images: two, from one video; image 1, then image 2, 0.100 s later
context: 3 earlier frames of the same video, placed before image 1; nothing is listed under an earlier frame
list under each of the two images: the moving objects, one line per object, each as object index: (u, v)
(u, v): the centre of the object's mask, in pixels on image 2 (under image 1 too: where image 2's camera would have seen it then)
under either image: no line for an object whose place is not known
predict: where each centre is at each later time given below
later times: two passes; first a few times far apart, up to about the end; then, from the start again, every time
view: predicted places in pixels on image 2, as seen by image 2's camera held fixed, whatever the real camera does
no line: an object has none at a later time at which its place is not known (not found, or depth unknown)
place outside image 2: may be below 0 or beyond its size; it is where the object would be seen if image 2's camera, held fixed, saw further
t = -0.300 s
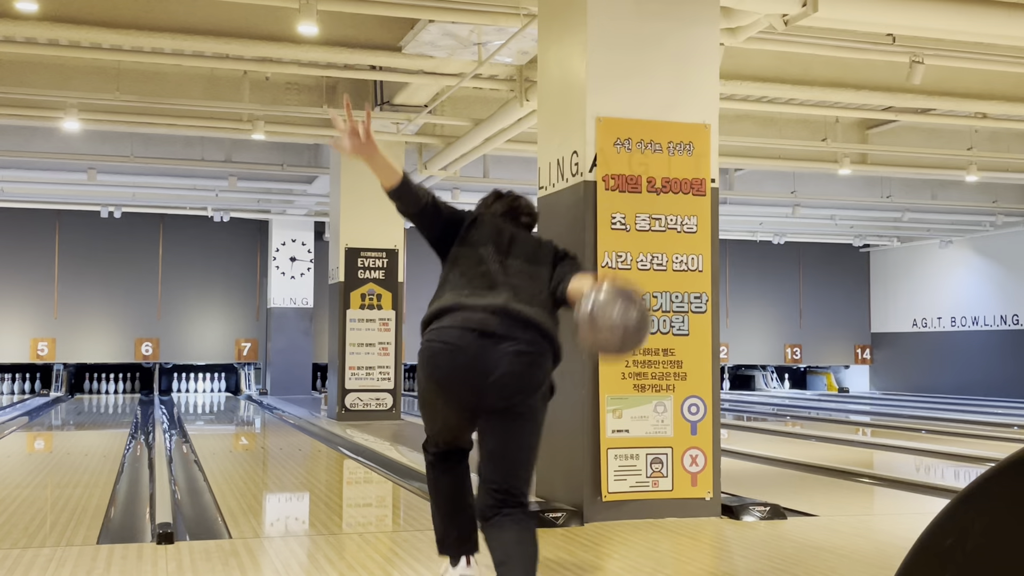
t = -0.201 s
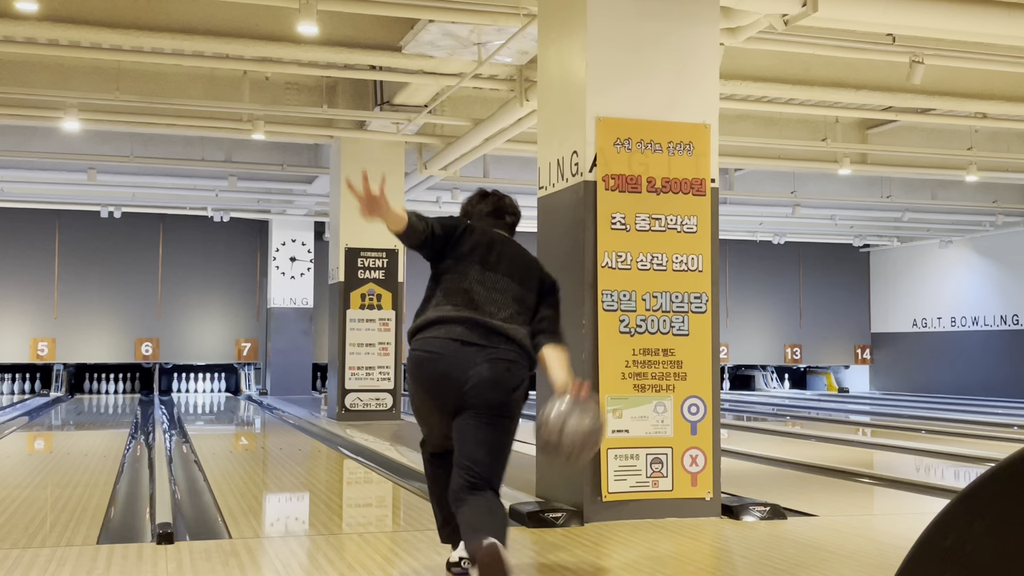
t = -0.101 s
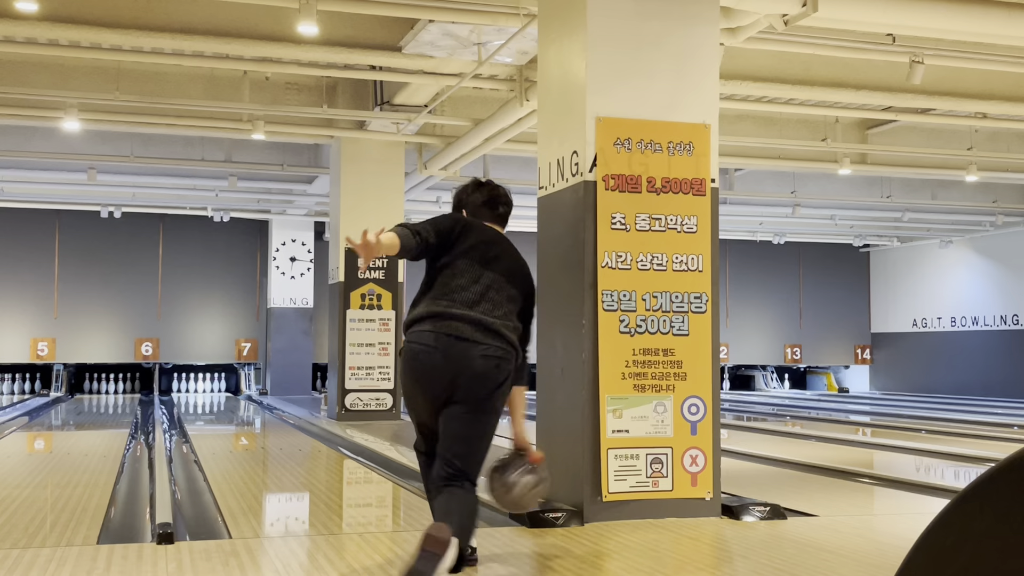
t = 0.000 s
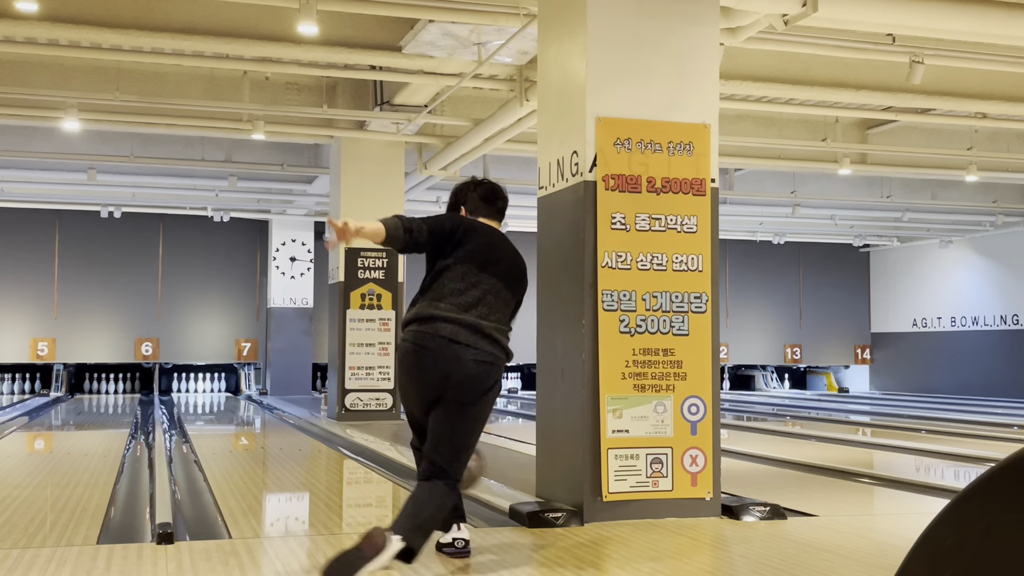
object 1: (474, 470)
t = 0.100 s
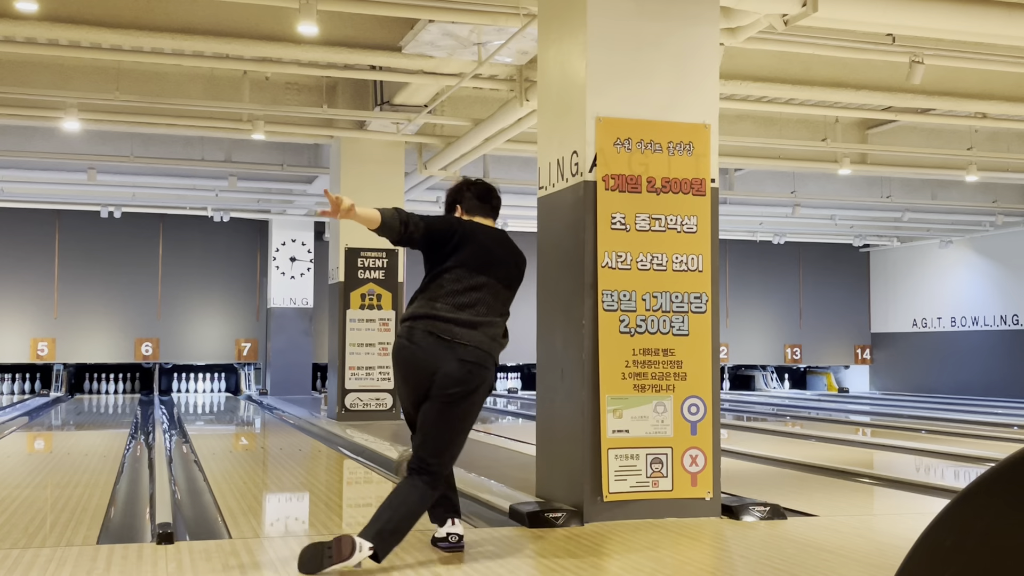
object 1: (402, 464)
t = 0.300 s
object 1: (359, 459)
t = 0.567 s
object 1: (313, 435)
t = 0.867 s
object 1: (279, 419)
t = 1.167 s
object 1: (256, 409)
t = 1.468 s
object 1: (240, 401)
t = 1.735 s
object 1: (227, 395)
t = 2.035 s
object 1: (215, 391)
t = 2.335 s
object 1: (205, 388)
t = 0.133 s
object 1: (395, 467)
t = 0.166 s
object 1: (386, 472)
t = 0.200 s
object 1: (381, 468)
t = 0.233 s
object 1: (375, 467)
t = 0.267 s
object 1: (366, 463)
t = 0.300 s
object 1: (359, 459)
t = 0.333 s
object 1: (352, 456)
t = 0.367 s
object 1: (346, 457)
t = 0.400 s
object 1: (338, 452)
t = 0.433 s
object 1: (333, 449)
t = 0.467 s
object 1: (327, 445)
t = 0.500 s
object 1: (323, 440)
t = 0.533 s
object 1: (317, 438)
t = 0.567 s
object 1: (313, 435)
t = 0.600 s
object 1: (308, 433)
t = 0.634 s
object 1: (304, 431)
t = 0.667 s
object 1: (301, 429)
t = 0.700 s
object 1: (297, 427)
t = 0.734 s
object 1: (293, 425)
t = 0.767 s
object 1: (289, 423)
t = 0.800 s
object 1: (286, 422)
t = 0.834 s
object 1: (282, 420)
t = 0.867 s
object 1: (279, 419)
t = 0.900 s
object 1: (277, 418)
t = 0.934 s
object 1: (274, 417)
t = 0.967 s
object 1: (272, 415)
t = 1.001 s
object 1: (269, 414)
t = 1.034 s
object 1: (266, 413)
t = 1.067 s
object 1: (263, 412)
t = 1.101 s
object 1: (261, 411)
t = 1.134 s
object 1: (258, 410)
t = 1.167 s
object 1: (256, 409)
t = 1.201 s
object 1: (254, 408)
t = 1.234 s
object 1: (252, 406)
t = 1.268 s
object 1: (250, 405)
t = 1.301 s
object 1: (248, 404)
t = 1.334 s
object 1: (246, 403)
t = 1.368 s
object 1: (245, 403)
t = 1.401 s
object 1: (243, 402)
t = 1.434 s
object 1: (242, 402)
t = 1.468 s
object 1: (240, 401)
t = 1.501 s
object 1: (238, 399)
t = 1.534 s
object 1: (236, 399)
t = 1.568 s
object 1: (234, 398)
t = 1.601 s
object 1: (233, 398)
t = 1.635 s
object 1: (232, 397)
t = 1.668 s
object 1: (230, 397)
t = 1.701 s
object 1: (229, 396)
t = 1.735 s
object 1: (227, 395)
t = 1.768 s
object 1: (226, 395)
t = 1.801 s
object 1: (225, 394)
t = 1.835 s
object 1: (223, 394)
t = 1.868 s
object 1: (222, 393)
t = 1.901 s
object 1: (221, 393)
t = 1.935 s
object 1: (219, 392)
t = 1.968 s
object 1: (218, 392)
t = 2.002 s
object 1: (216, 391)
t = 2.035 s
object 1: (215, 391)
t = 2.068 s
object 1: (214, 391)
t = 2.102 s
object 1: (213, 390)
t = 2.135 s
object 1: (211, 390)
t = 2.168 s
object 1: (210, 389)
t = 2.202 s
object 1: (209, 389)
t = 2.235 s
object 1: (209, 388)
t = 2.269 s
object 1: (208, 388)
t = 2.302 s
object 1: (207, 388)
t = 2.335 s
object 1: (205, 388)
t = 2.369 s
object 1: (203, 388)
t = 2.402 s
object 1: (202, 388)
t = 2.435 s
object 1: (203, 387)
